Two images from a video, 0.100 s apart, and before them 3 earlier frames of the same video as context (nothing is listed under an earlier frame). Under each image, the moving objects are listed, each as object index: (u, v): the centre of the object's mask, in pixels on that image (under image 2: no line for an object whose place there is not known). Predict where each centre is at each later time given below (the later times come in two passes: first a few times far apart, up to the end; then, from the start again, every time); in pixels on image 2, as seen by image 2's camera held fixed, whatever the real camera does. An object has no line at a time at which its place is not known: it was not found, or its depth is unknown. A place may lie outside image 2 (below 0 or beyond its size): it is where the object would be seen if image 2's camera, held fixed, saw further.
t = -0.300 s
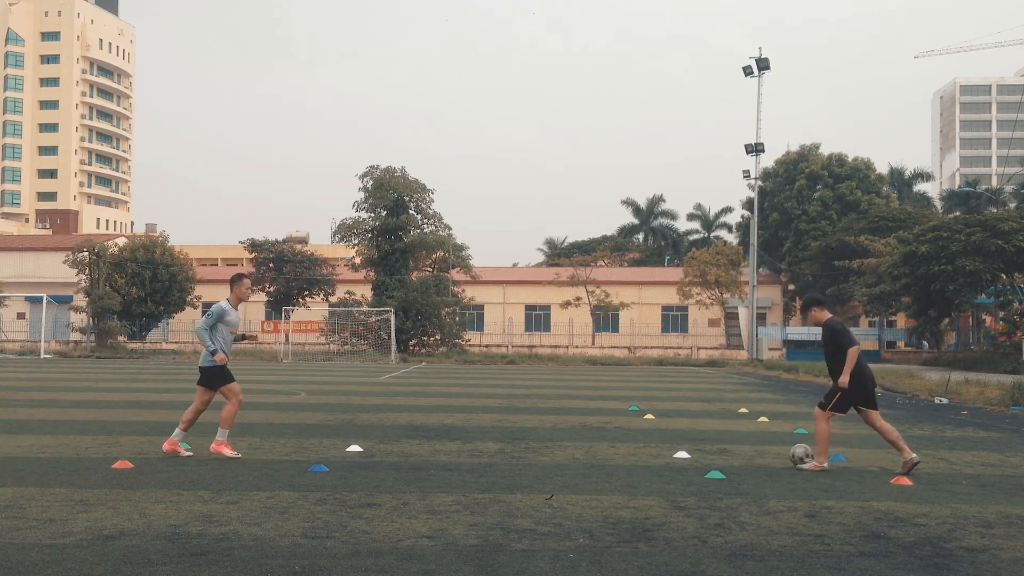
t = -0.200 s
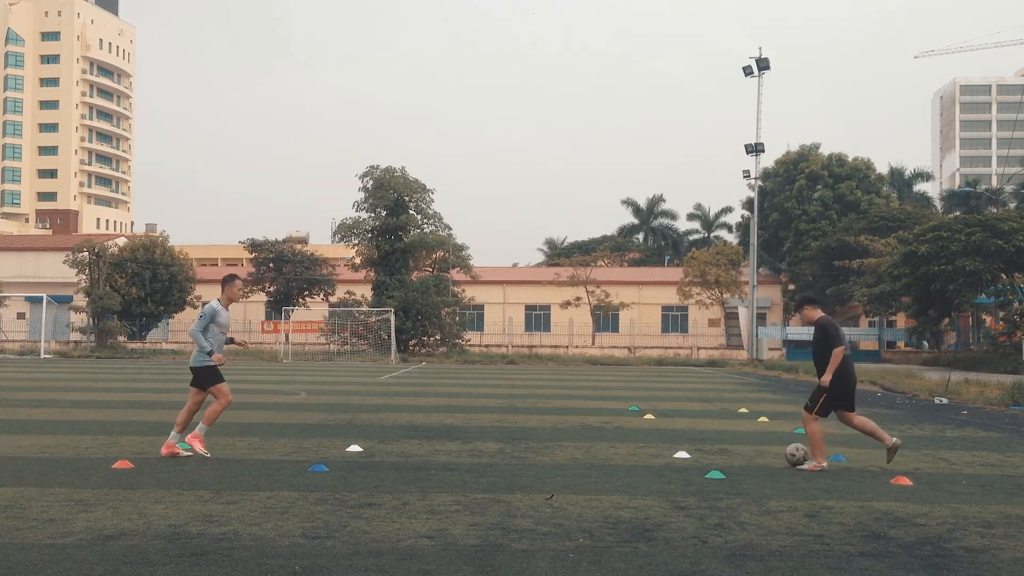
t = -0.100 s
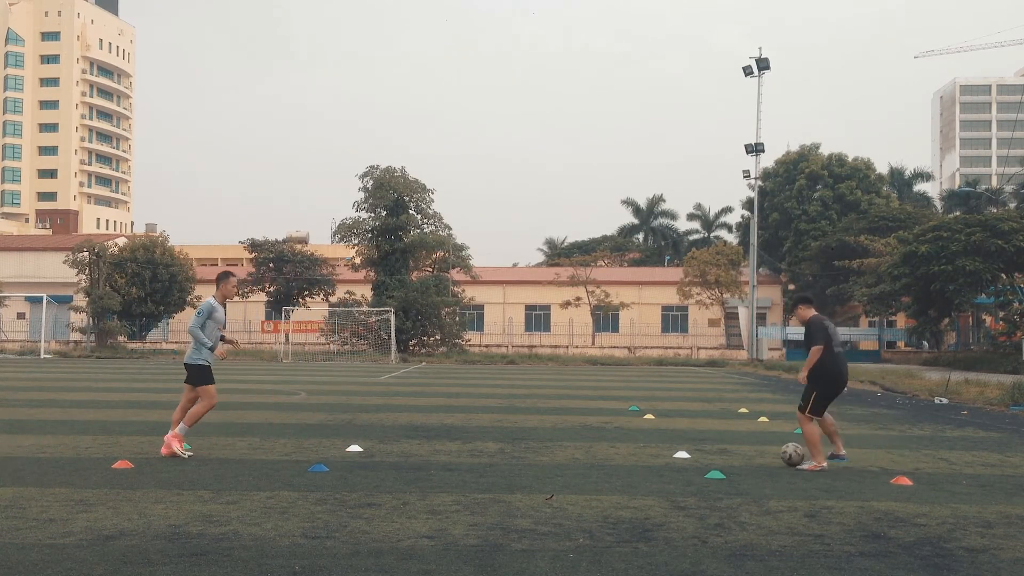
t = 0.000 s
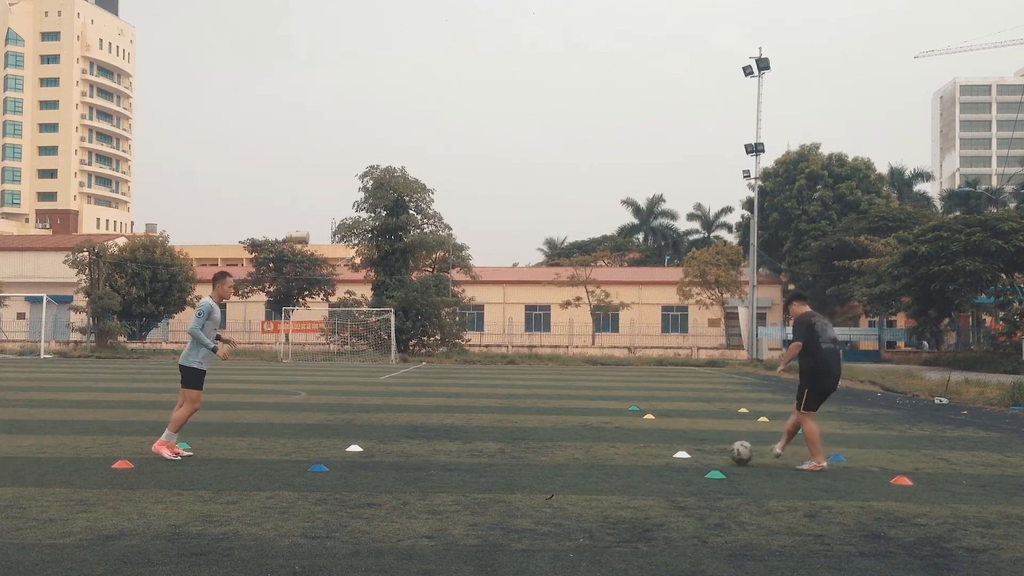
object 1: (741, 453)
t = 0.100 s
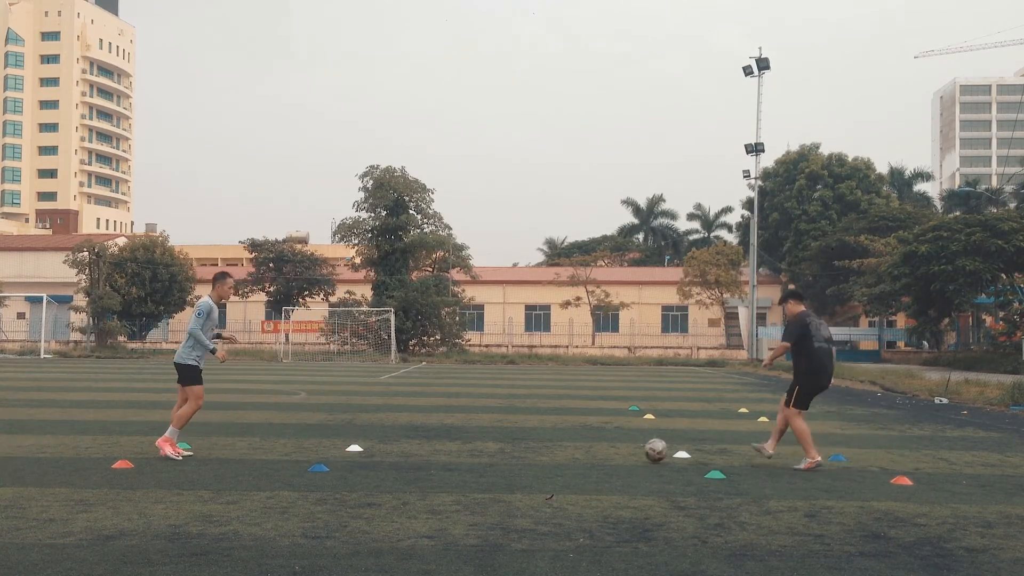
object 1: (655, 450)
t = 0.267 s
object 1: (531, 449)
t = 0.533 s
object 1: (376, 447)
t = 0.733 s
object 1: (278, 445)
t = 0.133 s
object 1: (629, 450)
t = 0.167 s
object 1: (603, 451)
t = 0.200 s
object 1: (578, 450)
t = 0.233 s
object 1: (554, 450)
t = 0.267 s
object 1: (531, 449)
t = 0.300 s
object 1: (509, 449)
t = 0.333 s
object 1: (488, 448)
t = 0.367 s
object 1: (467, 448)
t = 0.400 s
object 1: (448, 447)
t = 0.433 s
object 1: (429, 446)
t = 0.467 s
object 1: (411, 446)
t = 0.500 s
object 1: (393, 446)
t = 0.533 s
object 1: (376, 447)
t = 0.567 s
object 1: (359, 447)
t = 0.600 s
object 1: (343, 446)
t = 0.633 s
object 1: (326, 446)
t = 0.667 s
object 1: (310, 446)
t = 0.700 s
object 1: (294, 445)
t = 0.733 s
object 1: (278, 445)
